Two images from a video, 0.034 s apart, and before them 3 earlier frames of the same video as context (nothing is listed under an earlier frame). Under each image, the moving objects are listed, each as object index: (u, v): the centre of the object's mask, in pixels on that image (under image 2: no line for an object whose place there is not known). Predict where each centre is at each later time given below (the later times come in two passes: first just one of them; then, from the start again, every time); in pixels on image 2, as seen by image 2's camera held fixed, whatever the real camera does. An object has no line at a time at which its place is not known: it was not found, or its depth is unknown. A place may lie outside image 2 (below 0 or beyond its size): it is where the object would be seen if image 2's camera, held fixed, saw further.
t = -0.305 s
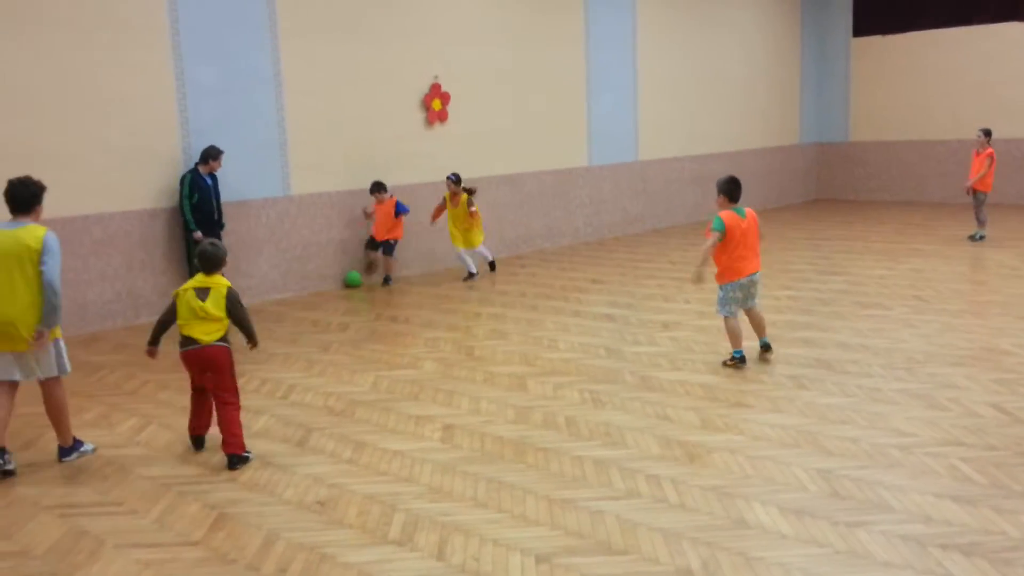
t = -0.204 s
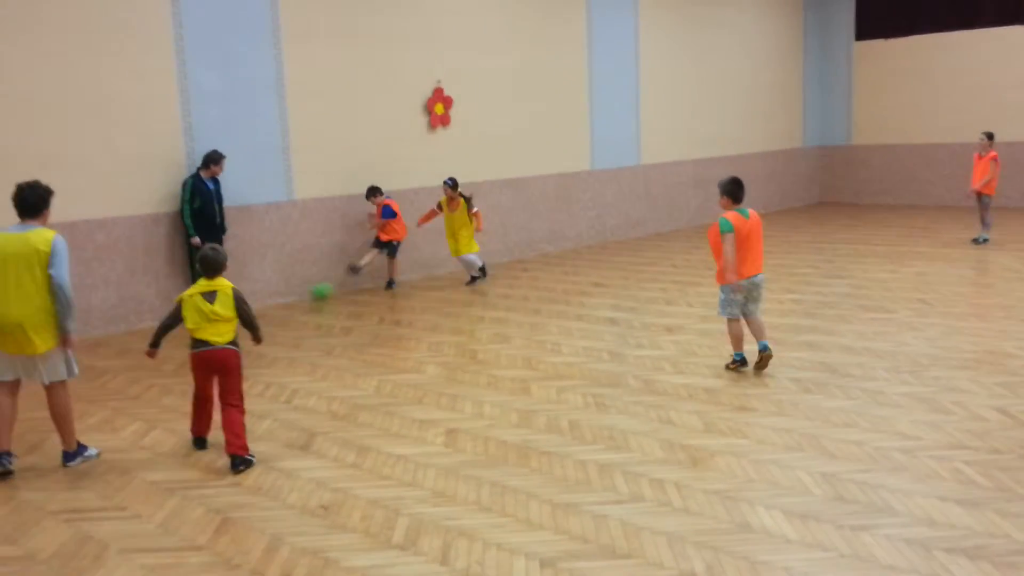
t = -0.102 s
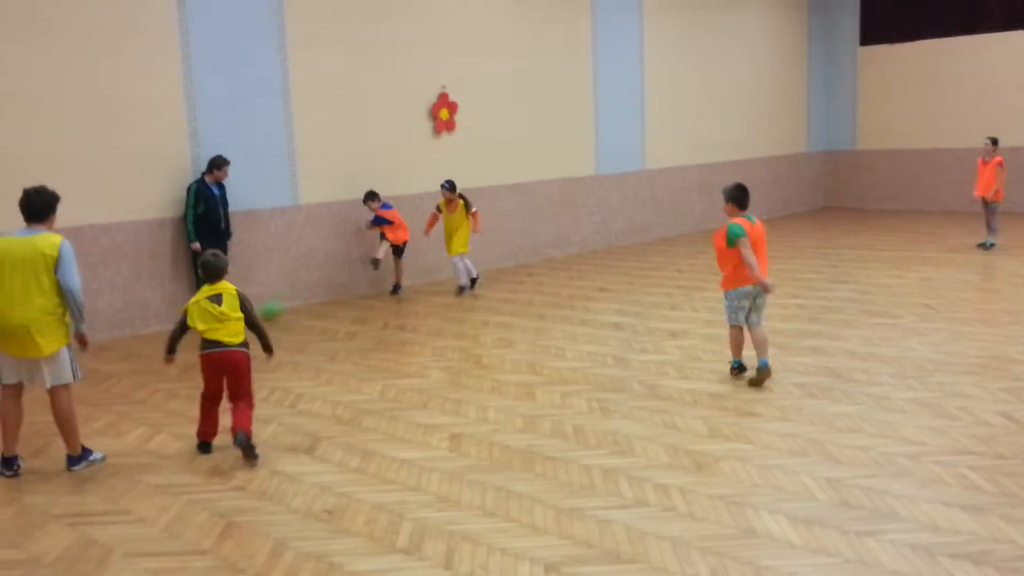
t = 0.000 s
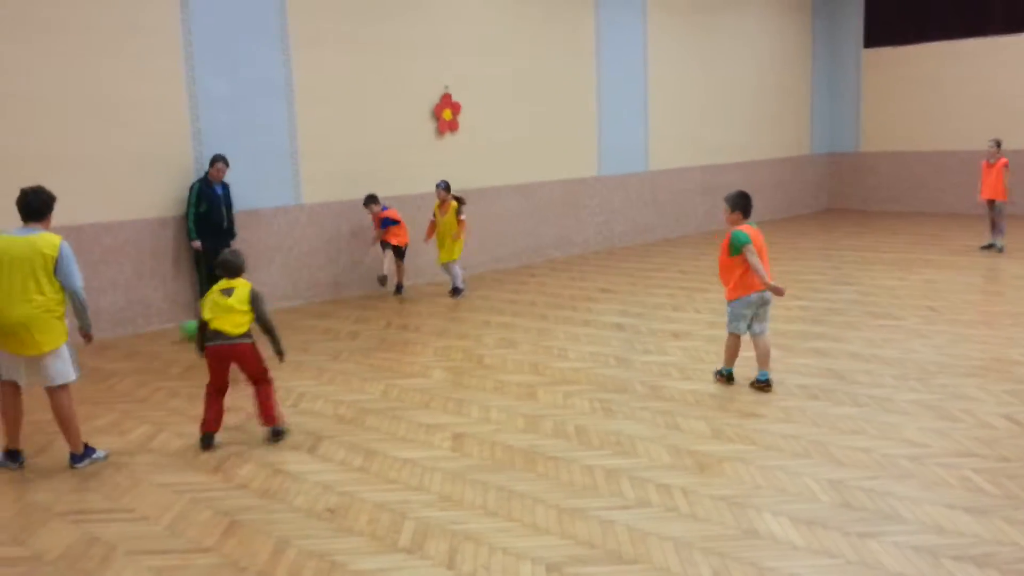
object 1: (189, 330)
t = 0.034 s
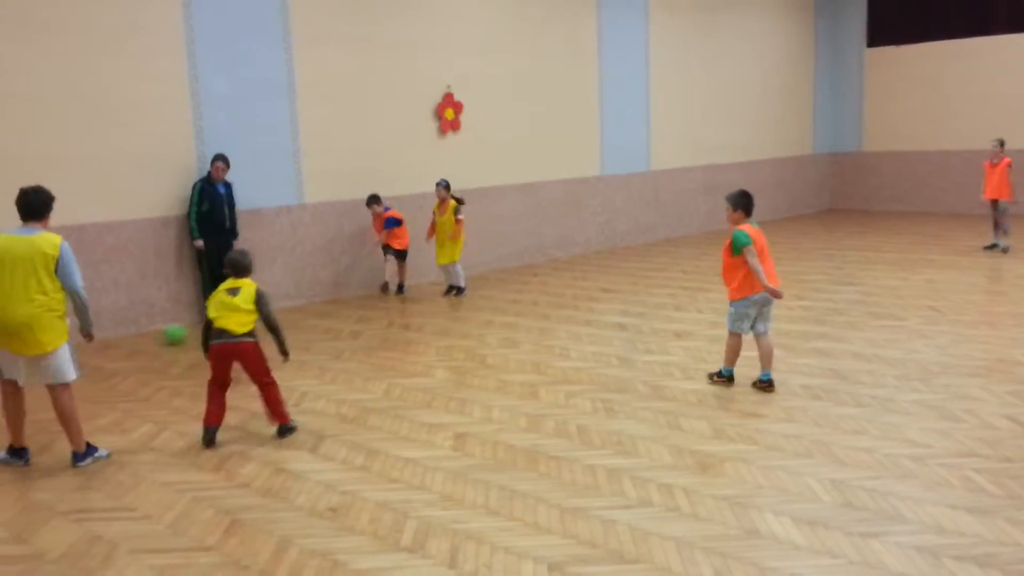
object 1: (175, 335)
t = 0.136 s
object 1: (107, 352)
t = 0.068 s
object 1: (153, 340)
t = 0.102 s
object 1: (130, 347)
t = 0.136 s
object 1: (107, 352)
